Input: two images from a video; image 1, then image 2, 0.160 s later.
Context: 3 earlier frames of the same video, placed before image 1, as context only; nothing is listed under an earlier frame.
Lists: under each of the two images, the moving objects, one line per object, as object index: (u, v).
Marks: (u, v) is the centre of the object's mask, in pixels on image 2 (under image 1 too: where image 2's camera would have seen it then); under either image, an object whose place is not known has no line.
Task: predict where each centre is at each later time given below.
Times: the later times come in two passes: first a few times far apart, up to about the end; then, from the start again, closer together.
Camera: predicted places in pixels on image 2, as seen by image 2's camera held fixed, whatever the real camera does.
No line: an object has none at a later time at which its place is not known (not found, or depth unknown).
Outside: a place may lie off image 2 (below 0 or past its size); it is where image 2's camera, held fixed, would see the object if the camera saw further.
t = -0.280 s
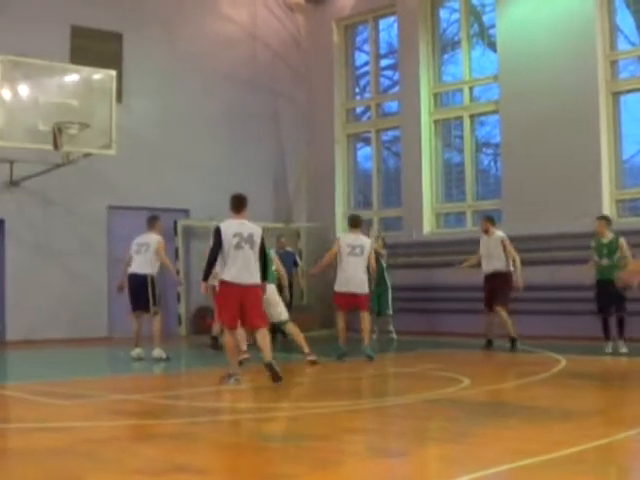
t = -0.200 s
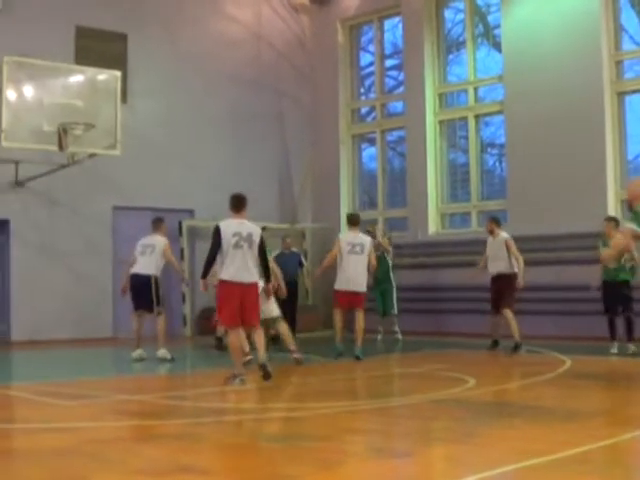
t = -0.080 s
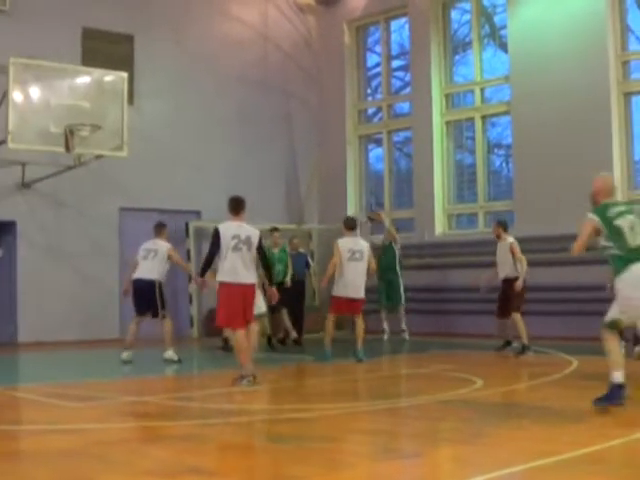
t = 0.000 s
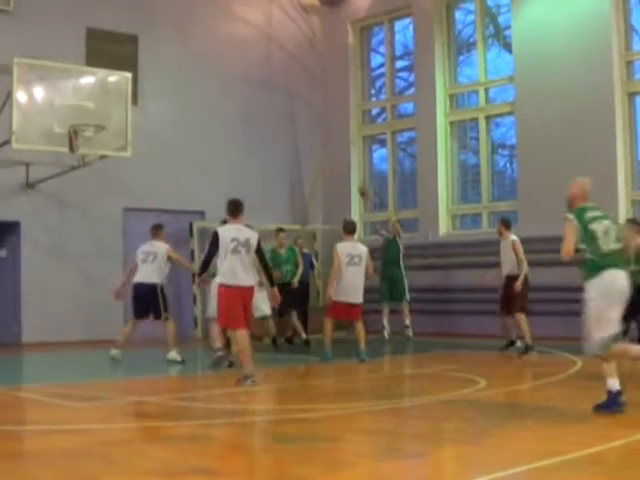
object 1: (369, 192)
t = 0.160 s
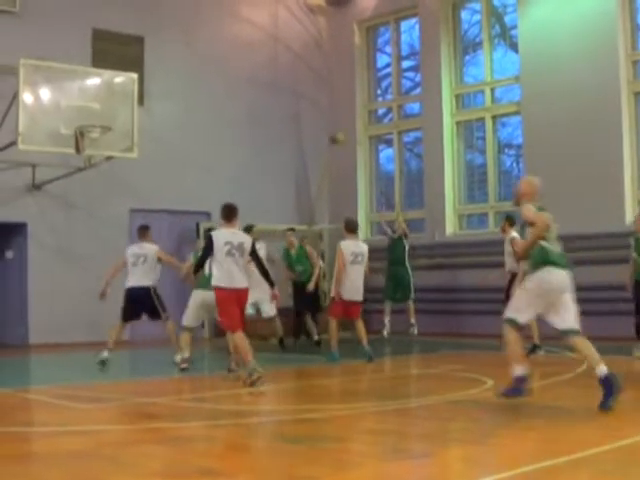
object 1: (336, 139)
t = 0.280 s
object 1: (308, 105)
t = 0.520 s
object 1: (250, 65)
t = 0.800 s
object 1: (177, 62)
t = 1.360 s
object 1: (77, 165)
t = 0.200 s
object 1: (327, 126)
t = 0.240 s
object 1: (317, 116)
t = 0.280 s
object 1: (308, 105)
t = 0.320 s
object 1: (299, 96)
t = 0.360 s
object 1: (289, 89)
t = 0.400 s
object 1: (279, 82)
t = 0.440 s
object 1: (270, 75)
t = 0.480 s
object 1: (259, 69)
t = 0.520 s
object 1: (250, 65)
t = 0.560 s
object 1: (239, 62)
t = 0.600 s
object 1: (229, 59)
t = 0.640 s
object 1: (219, 57)
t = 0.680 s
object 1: (209, 57)
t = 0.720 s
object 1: (199, 57)
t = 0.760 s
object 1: (188, 59)
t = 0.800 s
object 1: (177, 62)
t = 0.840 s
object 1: (166, 65)
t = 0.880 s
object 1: (155, 70)
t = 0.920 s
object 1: (144, 78)
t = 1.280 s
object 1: (90, 152)
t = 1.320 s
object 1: (87, 159)
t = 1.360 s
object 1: (77, 165)
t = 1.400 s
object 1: (73, 176)
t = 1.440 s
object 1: (67, 188)
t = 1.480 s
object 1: (62, 199)
